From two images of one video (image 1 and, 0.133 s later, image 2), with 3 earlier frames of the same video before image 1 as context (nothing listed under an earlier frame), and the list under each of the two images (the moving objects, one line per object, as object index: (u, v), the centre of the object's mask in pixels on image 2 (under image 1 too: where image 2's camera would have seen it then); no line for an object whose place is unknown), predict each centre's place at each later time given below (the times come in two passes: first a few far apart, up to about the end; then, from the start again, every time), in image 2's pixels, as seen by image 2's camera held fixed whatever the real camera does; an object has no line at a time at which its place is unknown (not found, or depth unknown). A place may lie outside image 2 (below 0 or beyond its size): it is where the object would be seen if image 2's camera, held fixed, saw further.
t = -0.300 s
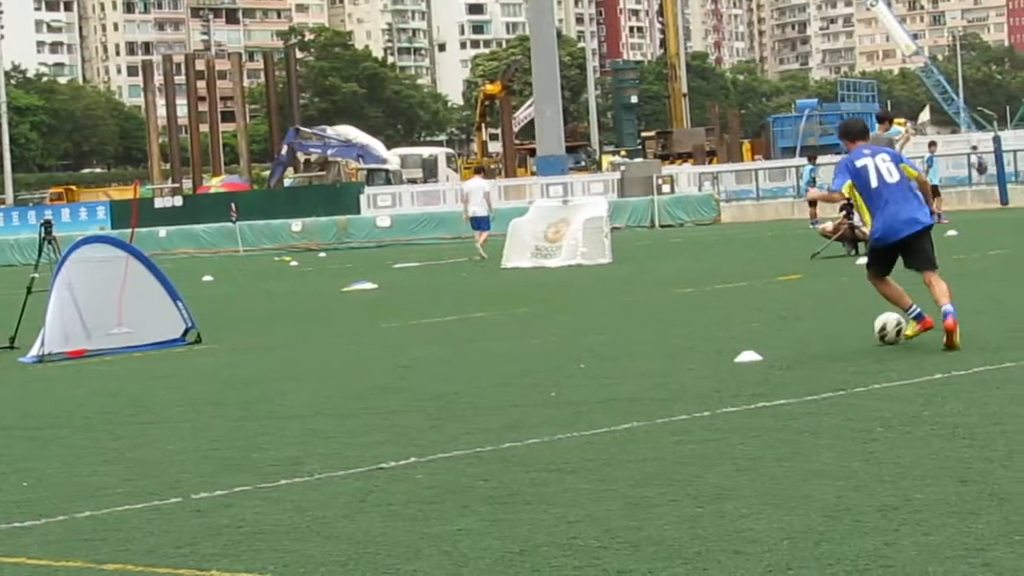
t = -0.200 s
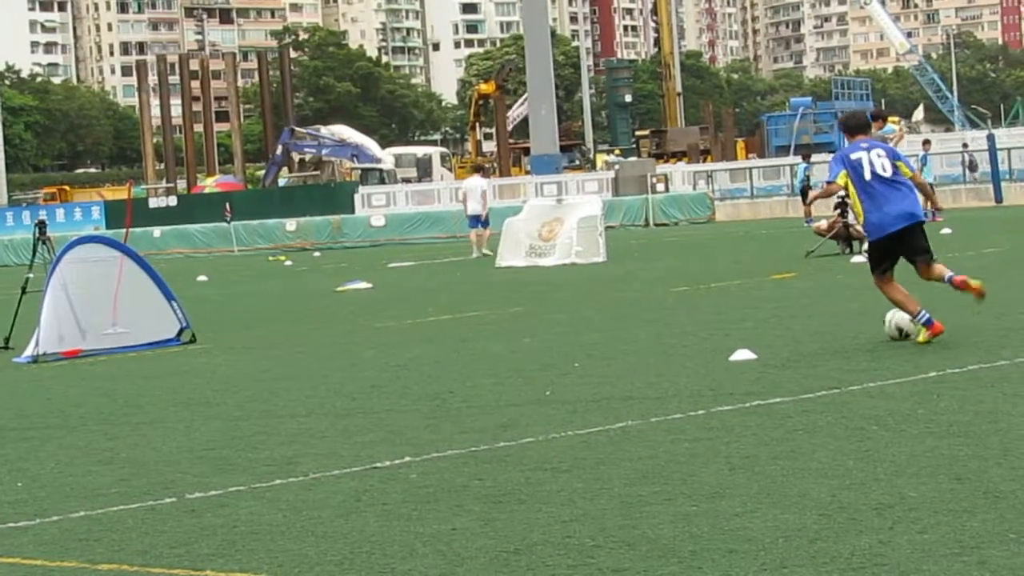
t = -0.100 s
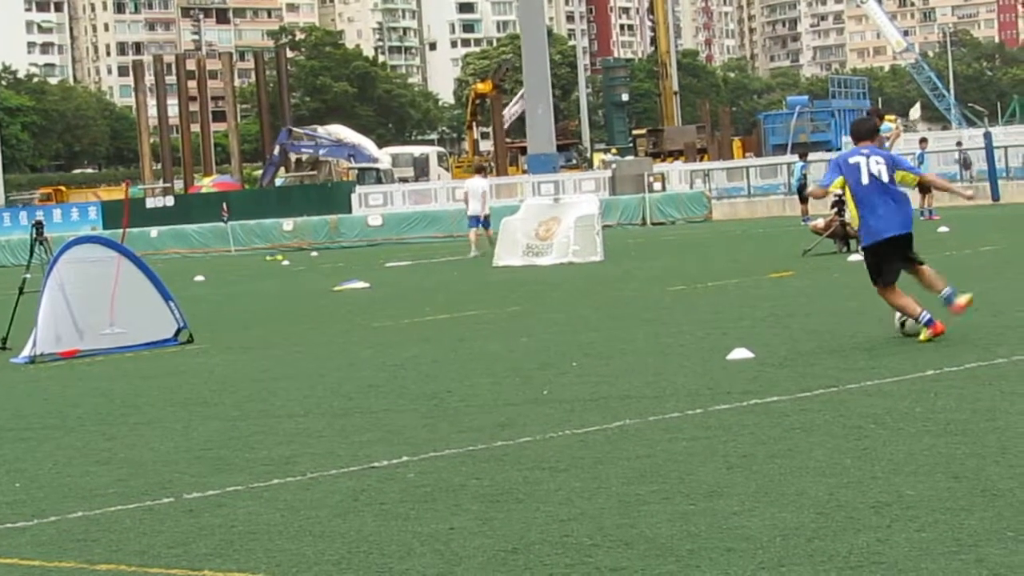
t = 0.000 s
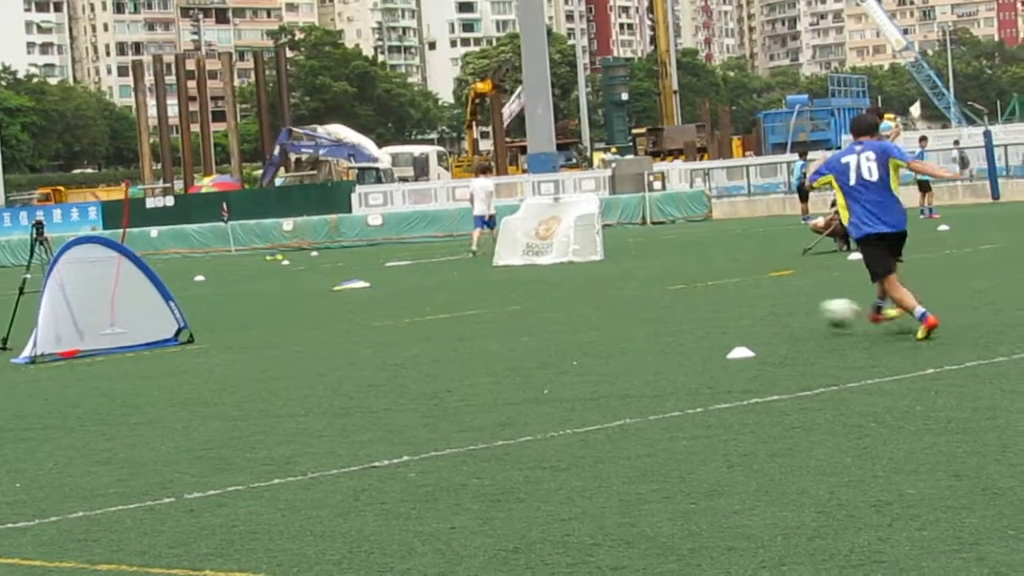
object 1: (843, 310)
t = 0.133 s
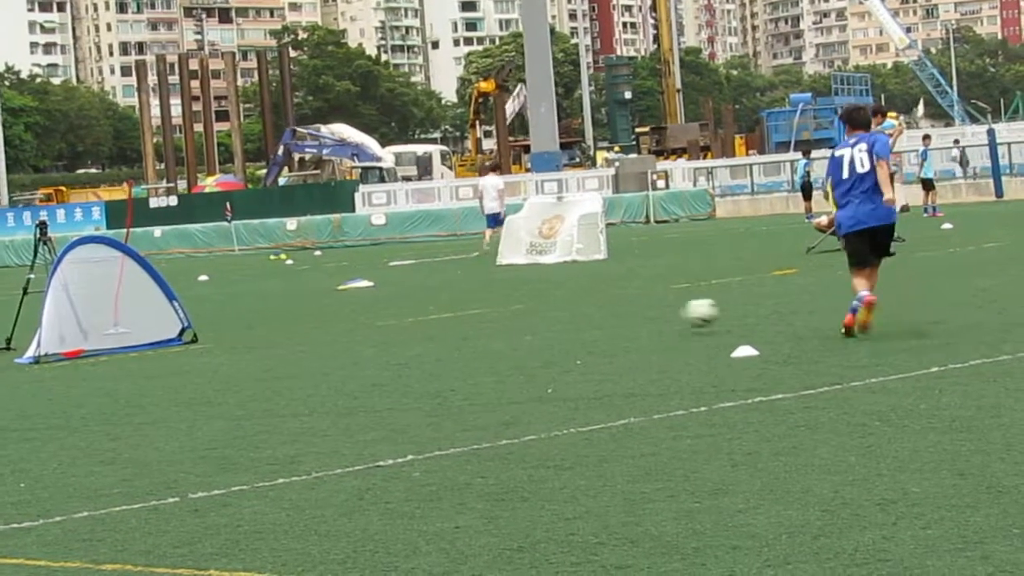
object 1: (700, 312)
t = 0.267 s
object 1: (584, 314)
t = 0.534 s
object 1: (411, 315)
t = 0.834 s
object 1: (264, 324)
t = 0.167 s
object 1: (666, 316)
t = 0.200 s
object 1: (637, 320)
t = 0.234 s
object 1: (609, 316)
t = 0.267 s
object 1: (584, 314)
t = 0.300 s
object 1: (559, 313)
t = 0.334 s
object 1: (534, 315)
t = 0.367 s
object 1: (511, 318)
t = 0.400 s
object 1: (488, 322)
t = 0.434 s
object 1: (467, 321)
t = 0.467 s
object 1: (449, 316)
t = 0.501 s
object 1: (430, 315)
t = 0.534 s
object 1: (411, 315)
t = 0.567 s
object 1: (393, 315)
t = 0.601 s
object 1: (376, 319)
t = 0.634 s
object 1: (360, 323)
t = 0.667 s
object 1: (343, 323)
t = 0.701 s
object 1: (326, 321)
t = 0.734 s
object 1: (309, 319)
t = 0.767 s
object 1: (294, 319)
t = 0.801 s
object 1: (279, 321)
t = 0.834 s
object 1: (264, 324)
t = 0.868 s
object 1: (249, 325)
